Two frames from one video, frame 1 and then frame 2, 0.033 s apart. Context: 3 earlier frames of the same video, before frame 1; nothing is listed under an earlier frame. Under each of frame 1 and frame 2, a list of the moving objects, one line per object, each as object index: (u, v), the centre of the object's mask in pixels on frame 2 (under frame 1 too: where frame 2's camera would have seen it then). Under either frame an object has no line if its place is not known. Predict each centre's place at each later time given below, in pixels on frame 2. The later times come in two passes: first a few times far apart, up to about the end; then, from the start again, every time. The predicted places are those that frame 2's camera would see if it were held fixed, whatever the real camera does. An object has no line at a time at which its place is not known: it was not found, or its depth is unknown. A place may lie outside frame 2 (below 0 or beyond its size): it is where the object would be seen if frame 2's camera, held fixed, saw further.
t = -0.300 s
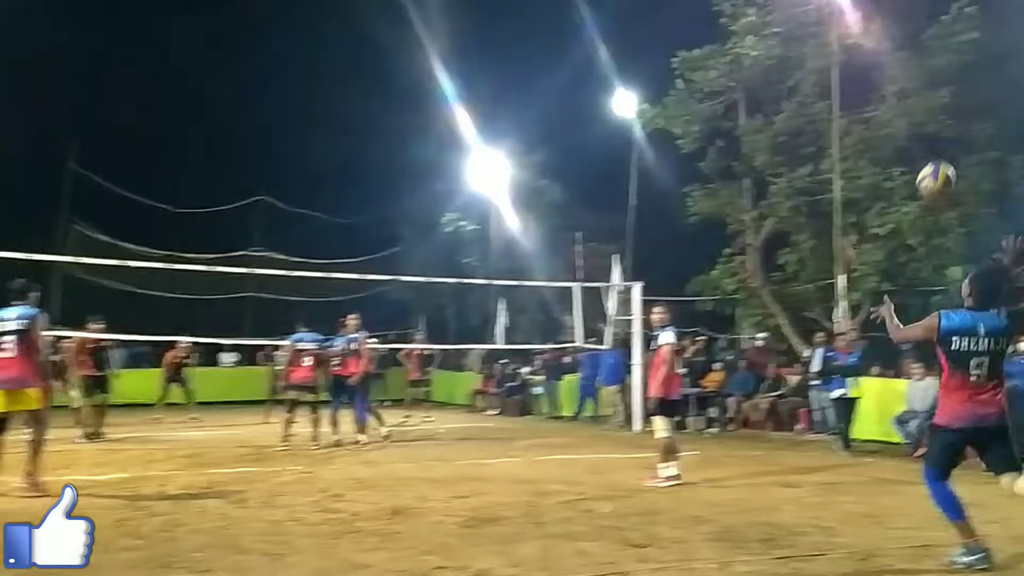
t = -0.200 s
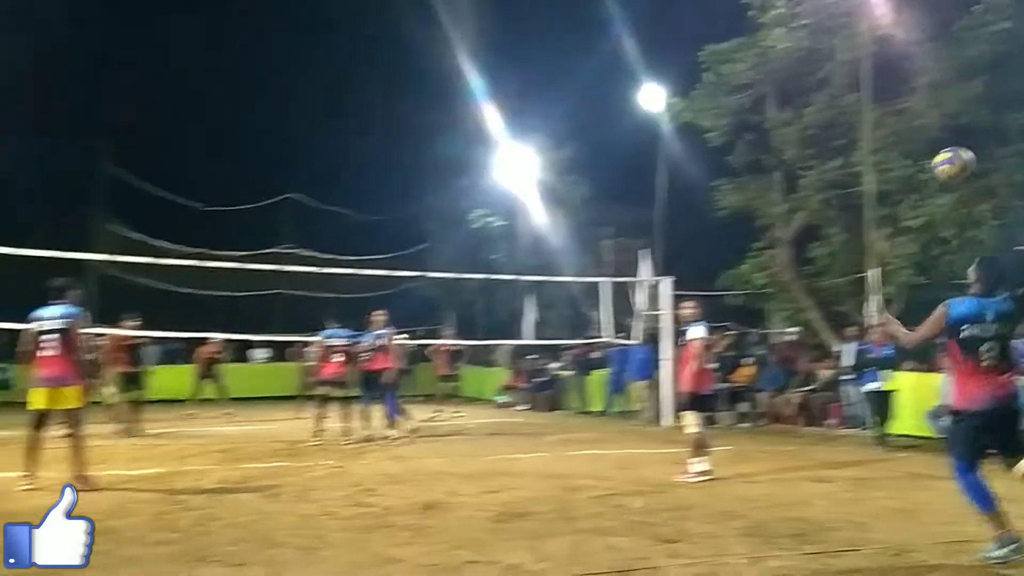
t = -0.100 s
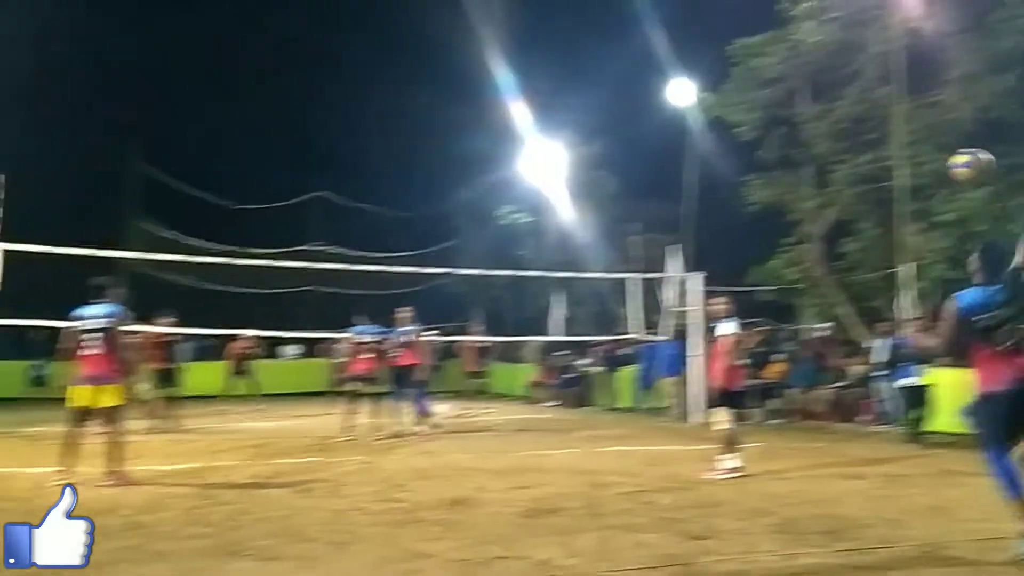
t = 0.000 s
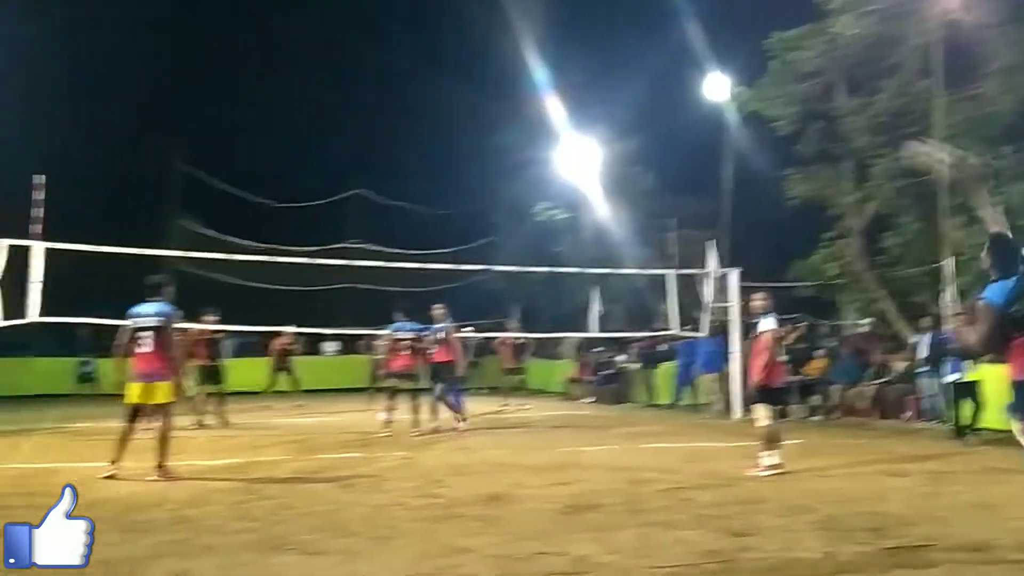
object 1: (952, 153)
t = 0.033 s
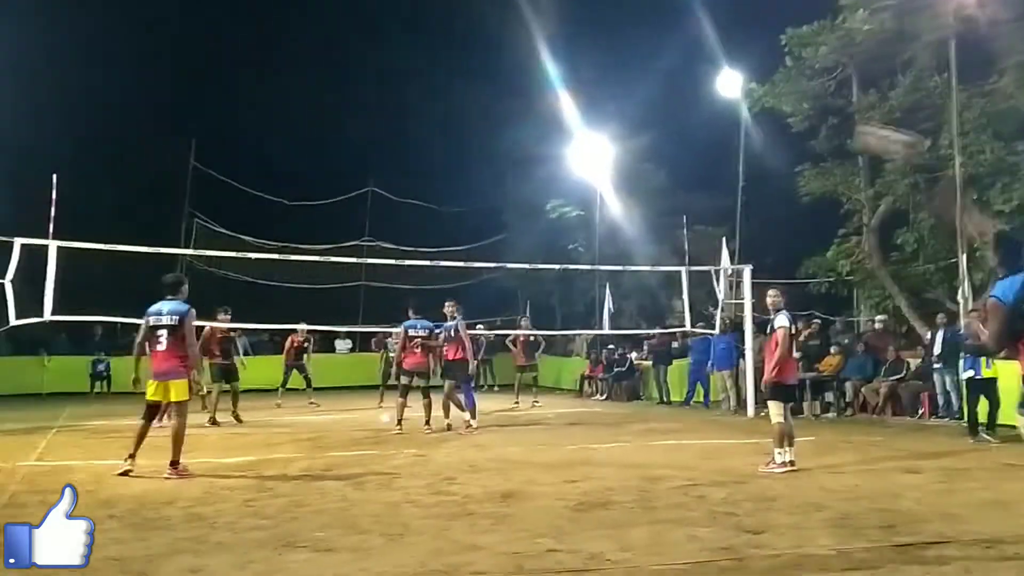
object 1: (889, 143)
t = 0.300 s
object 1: (549, 112)
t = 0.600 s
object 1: (361, 163)
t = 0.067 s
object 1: (833, 133)
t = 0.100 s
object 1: (783, 124)
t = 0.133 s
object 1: (730, 117)
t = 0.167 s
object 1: (693, 113)
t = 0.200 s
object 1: (655, 111)
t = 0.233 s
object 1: (621, 110)
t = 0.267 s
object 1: (592, 109)
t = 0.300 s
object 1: (549, 112)
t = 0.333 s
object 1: (526, 114)
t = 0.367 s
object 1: (500, 118)
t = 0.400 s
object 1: (477, 122)
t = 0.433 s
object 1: (455, 128)
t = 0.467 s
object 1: (434, 134)
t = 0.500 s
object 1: (415, 140)
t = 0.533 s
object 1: (396, 148)
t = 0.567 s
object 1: (378, 156)
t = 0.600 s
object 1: (361, 163)
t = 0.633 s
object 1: (345, 172)
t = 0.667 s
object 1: (330, 181)
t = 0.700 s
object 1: (315, 190)
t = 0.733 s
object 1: (302, 200)
